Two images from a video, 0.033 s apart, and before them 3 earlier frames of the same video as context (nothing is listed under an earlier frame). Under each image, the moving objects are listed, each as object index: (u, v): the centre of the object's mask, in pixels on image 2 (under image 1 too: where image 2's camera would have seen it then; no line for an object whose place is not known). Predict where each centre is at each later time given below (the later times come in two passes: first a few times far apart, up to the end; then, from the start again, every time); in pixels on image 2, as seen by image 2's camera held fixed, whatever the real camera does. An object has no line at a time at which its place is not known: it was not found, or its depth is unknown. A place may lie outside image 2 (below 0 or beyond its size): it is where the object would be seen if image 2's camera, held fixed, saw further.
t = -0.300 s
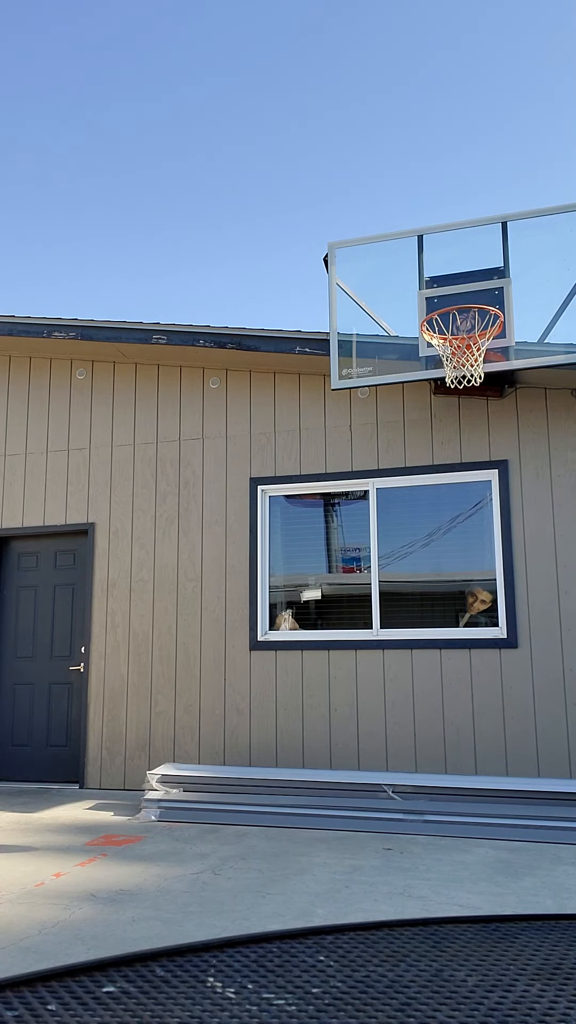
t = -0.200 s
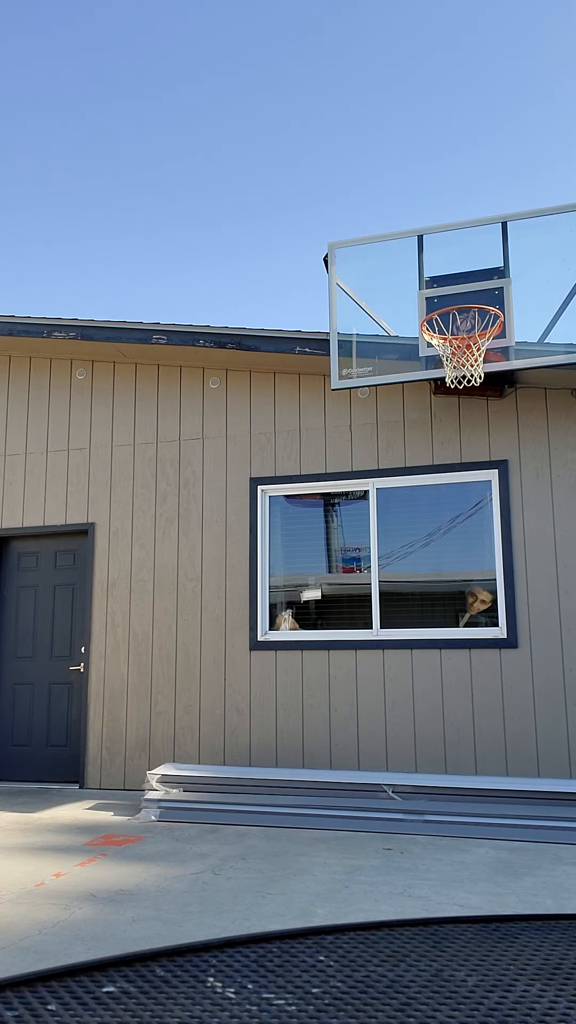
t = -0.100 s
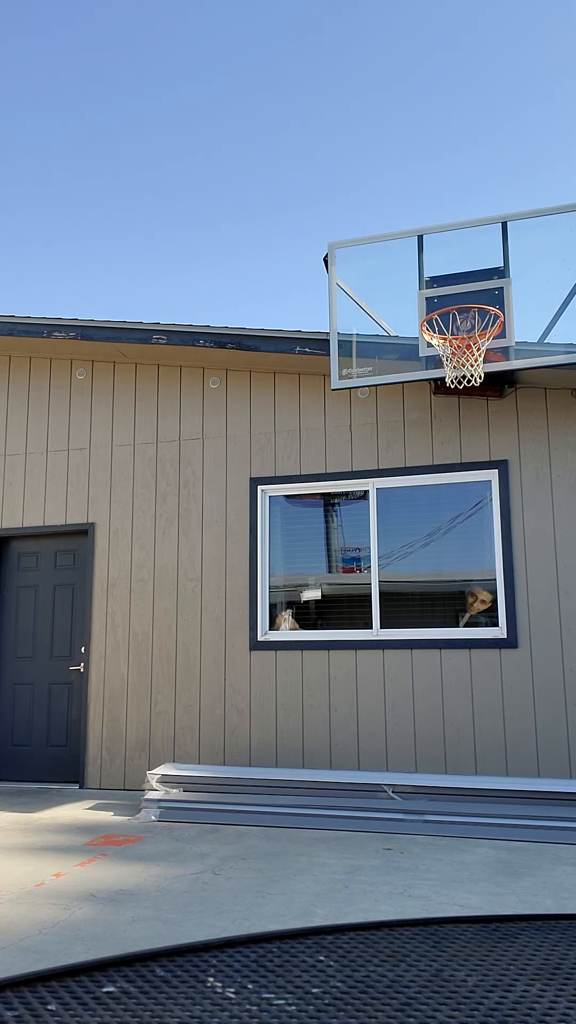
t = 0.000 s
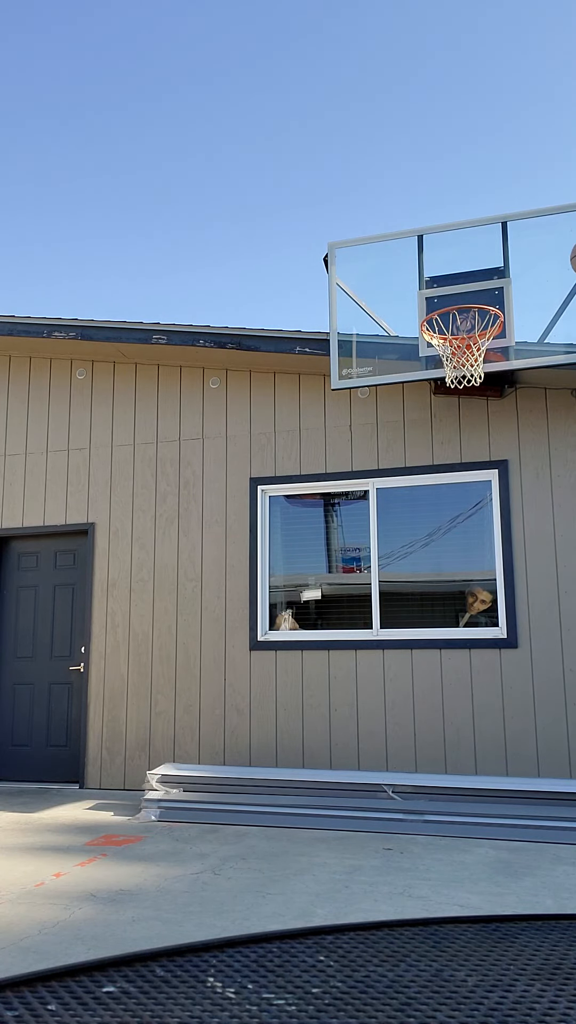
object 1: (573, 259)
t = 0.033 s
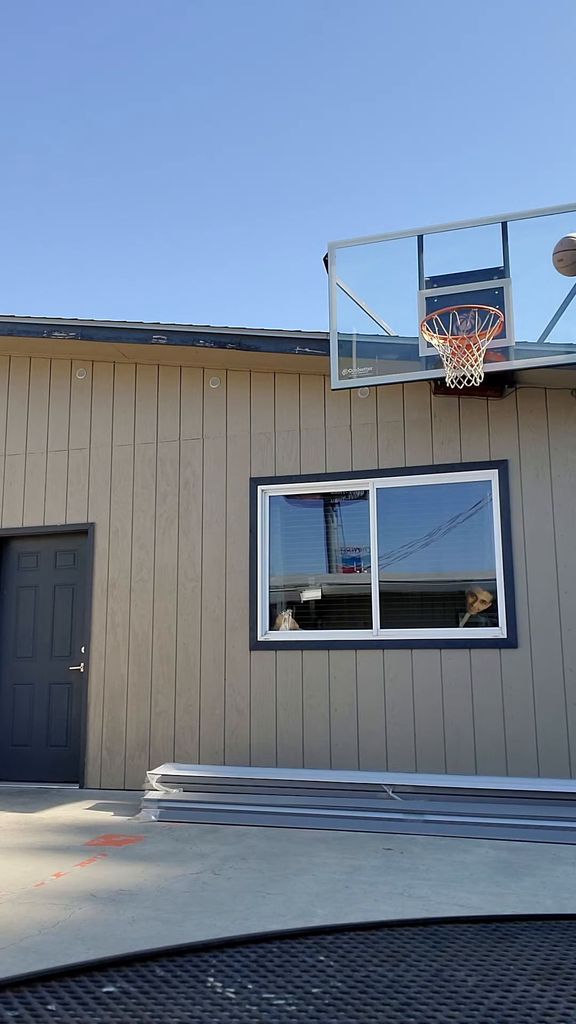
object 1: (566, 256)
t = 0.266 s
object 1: (458, 290)
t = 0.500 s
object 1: (417, 312)
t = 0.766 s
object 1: (404, 367)
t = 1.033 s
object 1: (393, 499)
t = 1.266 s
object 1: (385, 733)
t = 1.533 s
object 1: (362, 655)
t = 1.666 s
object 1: (349, 581)
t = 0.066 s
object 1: (556, 255)
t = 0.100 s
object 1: (539, 257)
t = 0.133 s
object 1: (522, 261)
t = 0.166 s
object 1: (505, 266)
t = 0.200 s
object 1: (489, 273)
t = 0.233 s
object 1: (474, 281)
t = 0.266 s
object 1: (458, 290)
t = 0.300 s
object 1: (445, 299)
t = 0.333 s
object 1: (438, 300)
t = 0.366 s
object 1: (431, 304)
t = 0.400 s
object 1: (426, 305)
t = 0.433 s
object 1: (423, 306)
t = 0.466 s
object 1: (421, 309)
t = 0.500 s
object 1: (417, 312)
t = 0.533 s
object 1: (414, 318)
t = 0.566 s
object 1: (411, 325)
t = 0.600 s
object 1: (410, 334)
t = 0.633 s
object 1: (409, 344)
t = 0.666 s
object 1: (408, 347)
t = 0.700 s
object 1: (406, 352)
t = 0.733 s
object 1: (405, 359)
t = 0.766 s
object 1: (404, 367)
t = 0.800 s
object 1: (403, 377)
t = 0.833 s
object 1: (401, 389)
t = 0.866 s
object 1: (400, 402)
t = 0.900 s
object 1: (399, 418)
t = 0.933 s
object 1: (397, 435)
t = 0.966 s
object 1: (396, 455)
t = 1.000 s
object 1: (395, 476)
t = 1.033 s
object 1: (393, 499)
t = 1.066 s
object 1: (392, 525)
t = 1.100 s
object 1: (391, 553)
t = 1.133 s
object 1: (390, 584)
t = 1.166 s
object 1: (388, 616)
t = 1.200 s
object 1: (387, 652)
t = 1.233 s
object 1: (386, 691)
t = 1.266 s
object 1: (385, 733)
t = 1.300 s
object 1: (384, 778)
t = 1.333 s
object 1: (383, 826)
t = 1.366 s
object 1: (380, 795)
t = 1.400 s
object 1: (376, 762)
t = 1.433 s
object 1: (372, 731)
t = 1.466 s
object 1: (369, 704)
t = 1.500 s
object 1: (366, 678)
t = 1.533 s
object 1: (362, 655)
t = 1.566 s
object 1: (359, 633)
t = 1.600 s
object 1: (355, 614)
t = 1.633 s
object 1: (352, 597)
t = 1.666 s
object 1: (349, 581)
